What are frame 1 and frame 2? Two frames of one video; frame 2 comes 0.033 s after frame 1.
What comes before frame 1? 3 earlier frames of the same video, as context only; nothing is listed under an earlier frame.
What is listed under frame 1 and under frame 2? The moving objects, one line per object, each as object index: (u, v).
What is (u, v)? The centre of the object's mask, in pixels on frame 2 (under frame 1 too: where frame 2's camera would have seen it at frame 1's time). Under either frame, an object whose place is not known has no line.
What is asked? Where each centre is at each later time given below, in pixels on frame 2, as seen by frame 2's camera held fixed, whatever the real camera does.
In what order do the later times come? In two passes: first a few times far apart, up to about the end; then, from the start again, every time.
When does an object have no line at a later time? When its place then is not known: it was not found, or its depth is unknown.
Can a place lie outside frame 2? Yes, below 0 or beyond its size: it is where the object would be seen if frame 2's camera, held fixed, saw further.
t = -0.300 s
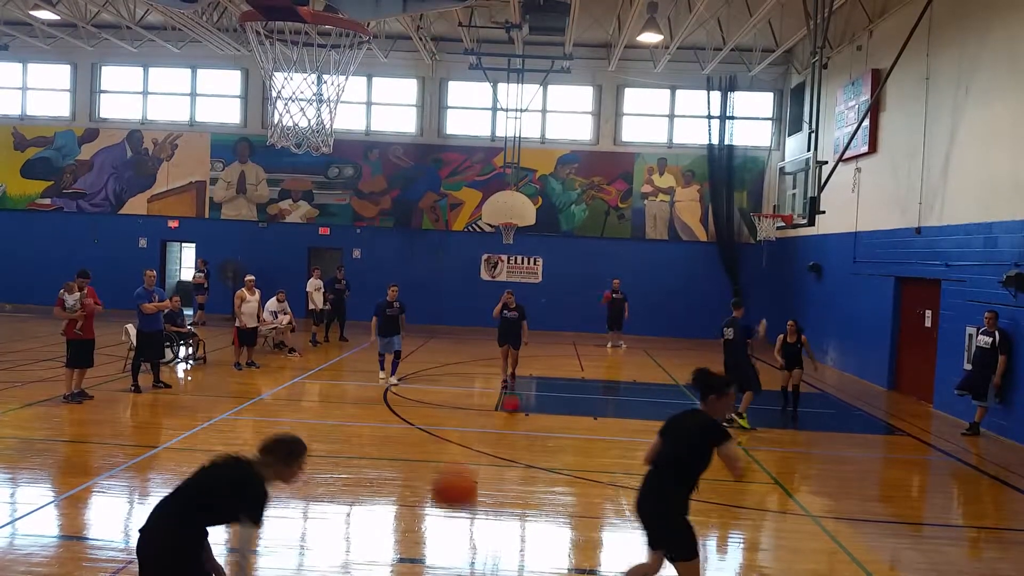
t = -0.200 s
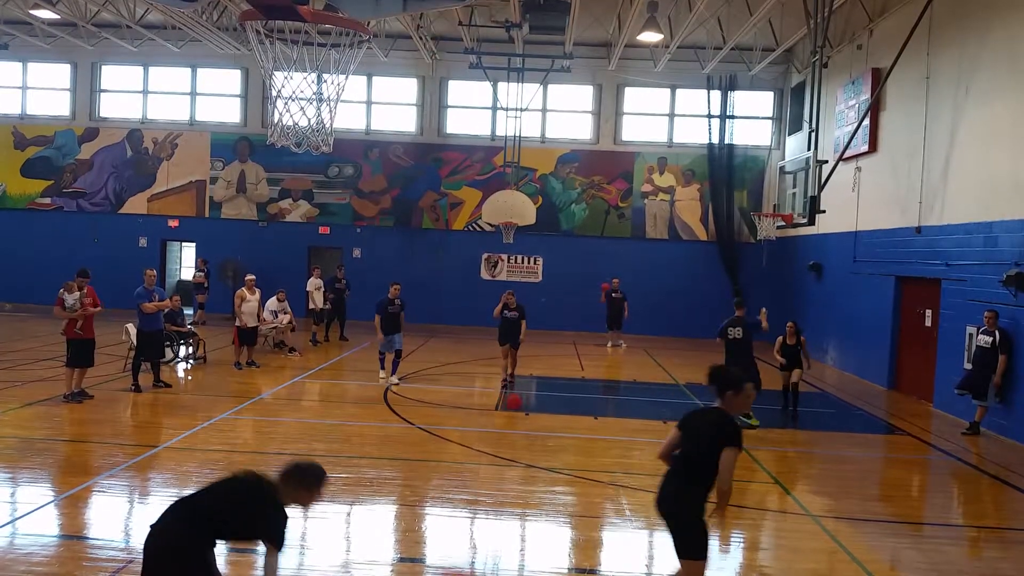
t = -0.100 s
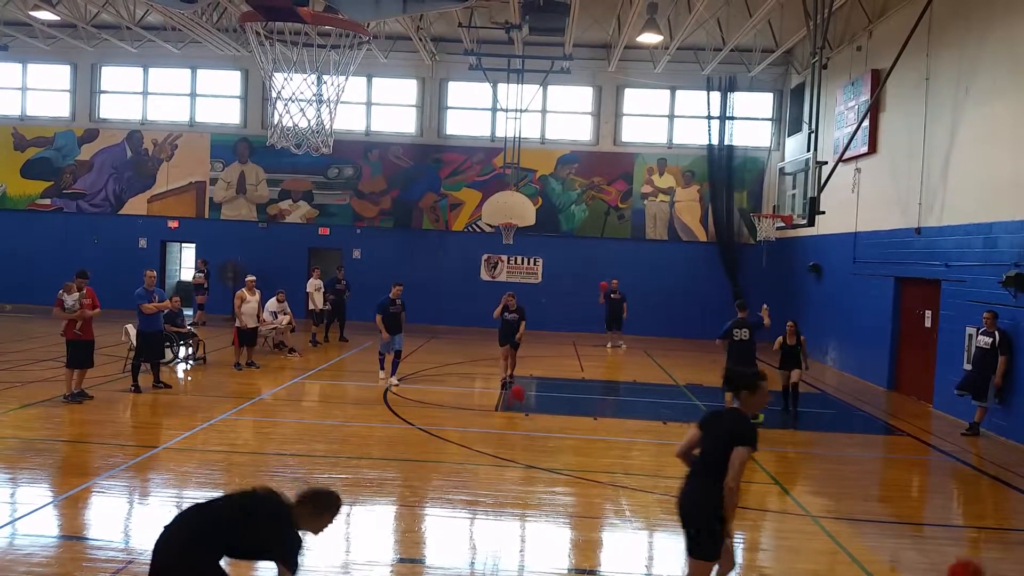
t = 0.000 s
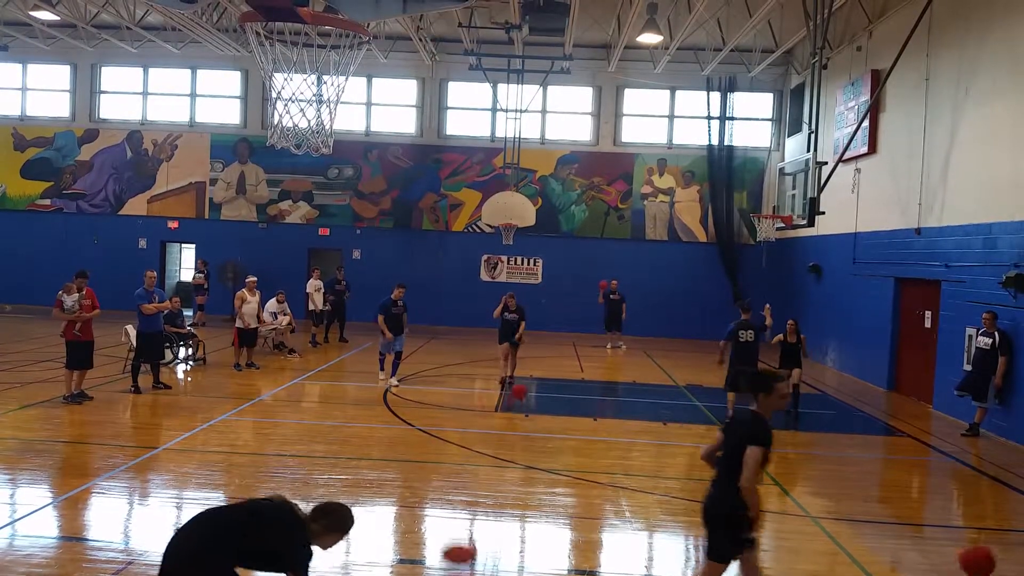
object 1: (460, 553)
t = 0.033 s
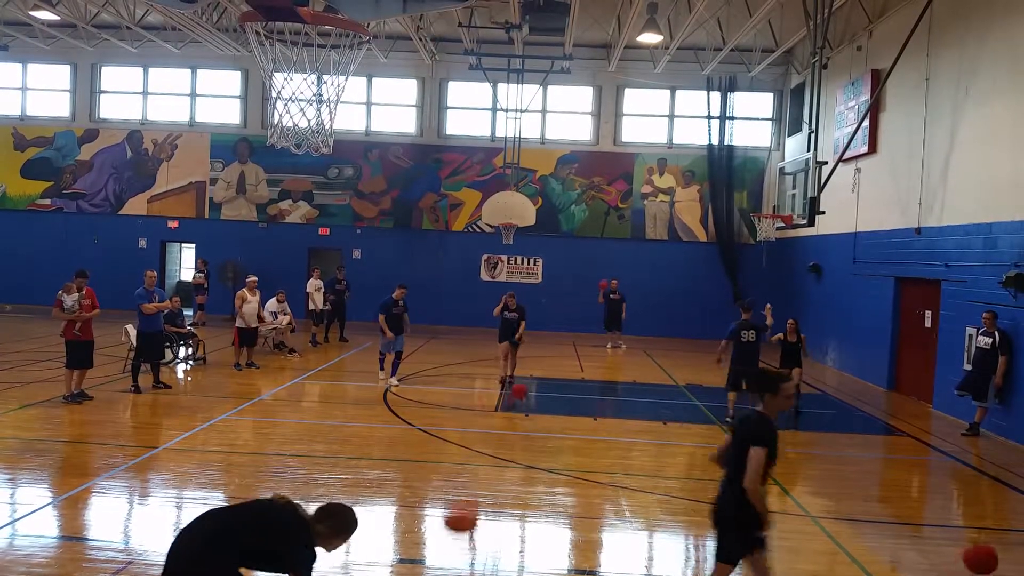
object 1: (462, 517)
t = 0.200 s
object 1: (466, 411)
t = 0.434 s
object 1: (468, 352)
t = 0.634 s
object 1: (467, 373)
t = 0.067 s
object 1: (462, 490)
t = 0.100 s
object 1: (463, 467)
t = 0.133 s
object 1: (463, 446)
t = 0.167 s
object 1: (465, 428)
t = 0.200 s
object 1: (466, 411)
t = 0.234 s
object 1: (466, 396)
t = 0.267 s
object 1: (467, 385)
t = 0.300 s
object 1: (467, 373)
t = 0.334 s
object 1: (468, 365)
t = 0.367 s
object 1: (468, 358)
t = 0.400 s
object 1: (468, 354)
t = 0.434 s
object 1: (468, 352)
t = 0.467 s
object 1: (468, 352)
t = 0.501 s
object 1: (469, 352)
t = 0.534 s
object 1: (468, 355)
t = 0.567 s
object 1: (468, 359)
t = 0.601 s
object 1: (467, 365)
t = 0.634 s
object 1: (467, 373)
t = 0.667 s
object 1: (466, 382)
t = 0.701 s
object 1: (466, 392)
